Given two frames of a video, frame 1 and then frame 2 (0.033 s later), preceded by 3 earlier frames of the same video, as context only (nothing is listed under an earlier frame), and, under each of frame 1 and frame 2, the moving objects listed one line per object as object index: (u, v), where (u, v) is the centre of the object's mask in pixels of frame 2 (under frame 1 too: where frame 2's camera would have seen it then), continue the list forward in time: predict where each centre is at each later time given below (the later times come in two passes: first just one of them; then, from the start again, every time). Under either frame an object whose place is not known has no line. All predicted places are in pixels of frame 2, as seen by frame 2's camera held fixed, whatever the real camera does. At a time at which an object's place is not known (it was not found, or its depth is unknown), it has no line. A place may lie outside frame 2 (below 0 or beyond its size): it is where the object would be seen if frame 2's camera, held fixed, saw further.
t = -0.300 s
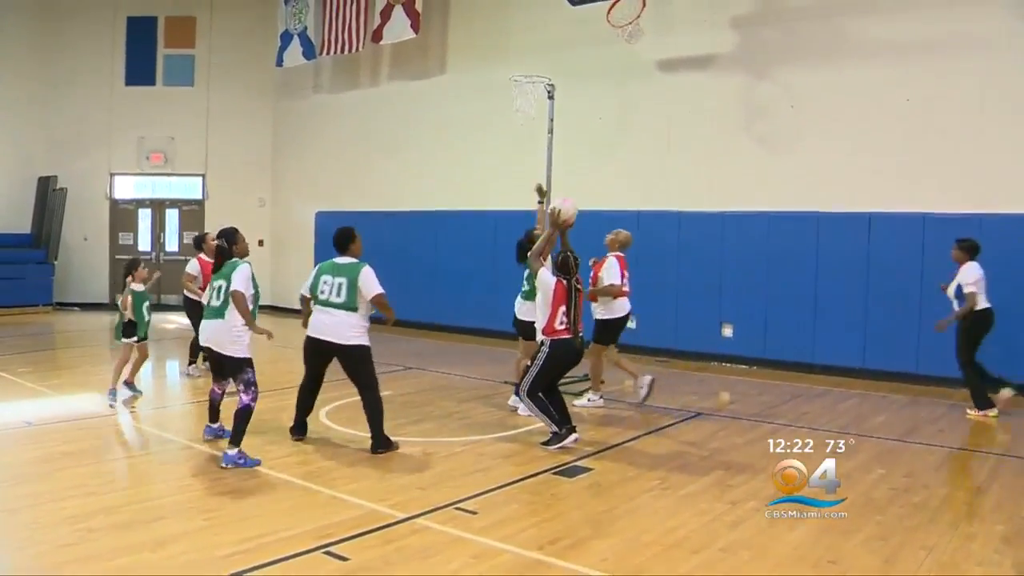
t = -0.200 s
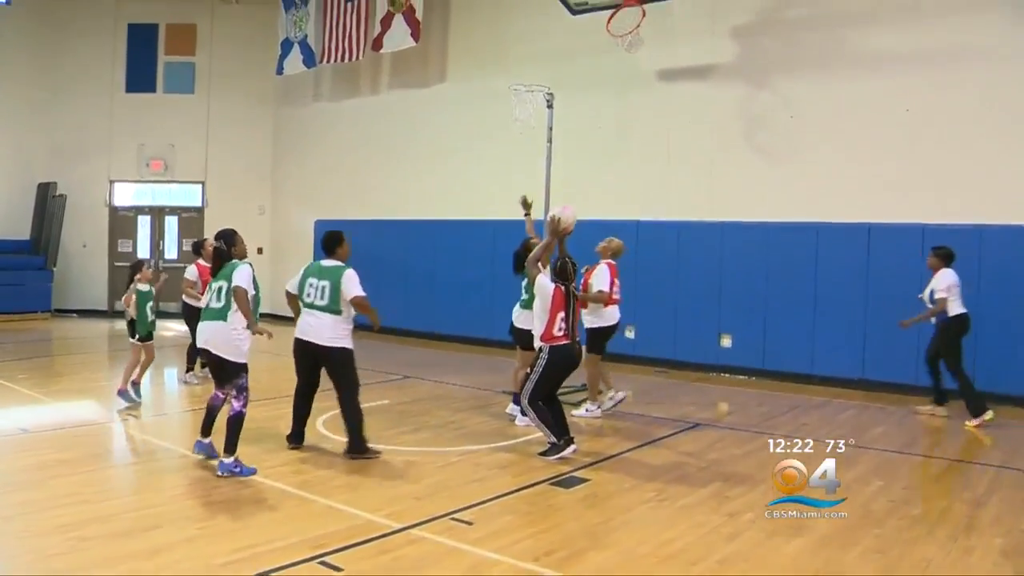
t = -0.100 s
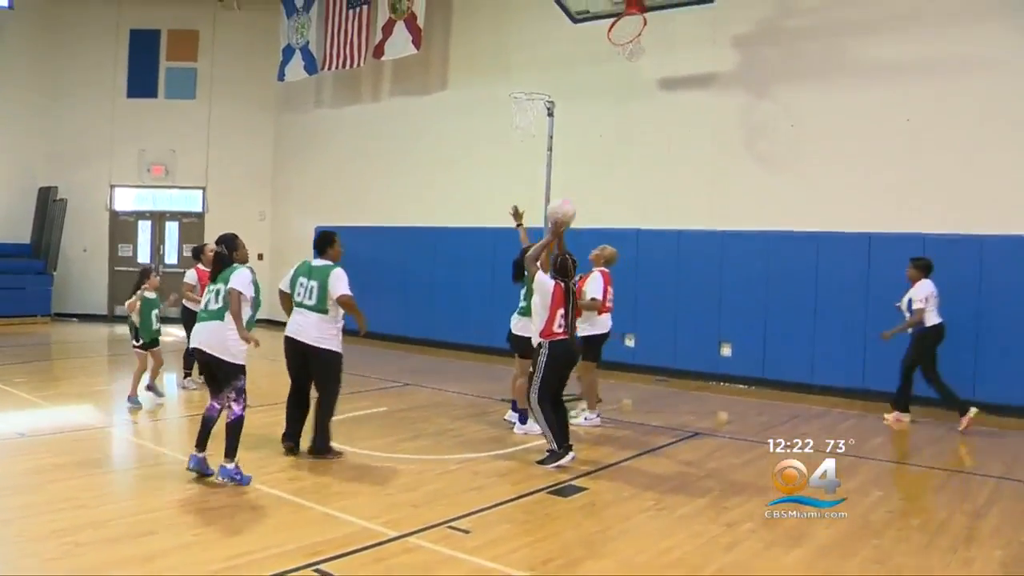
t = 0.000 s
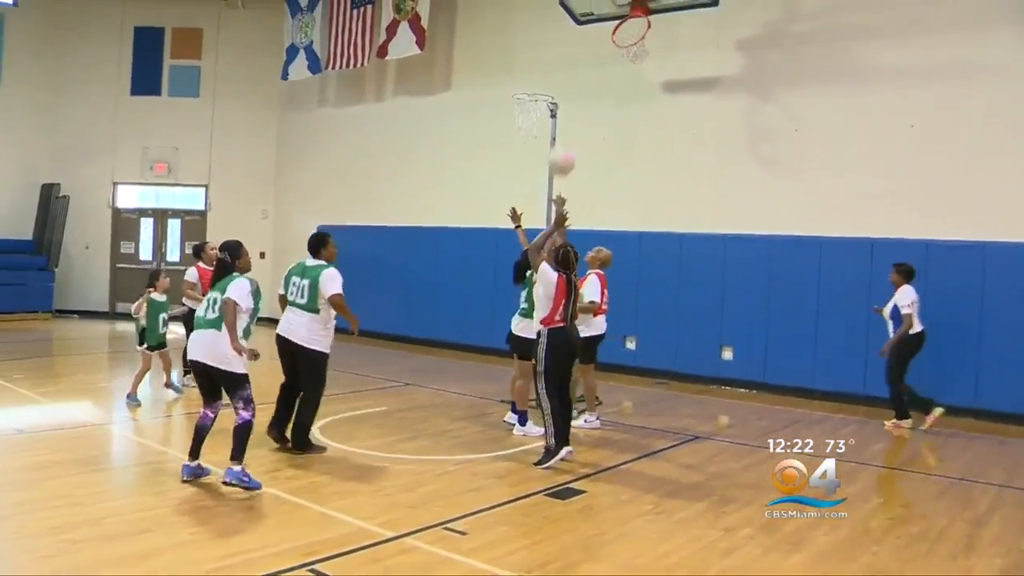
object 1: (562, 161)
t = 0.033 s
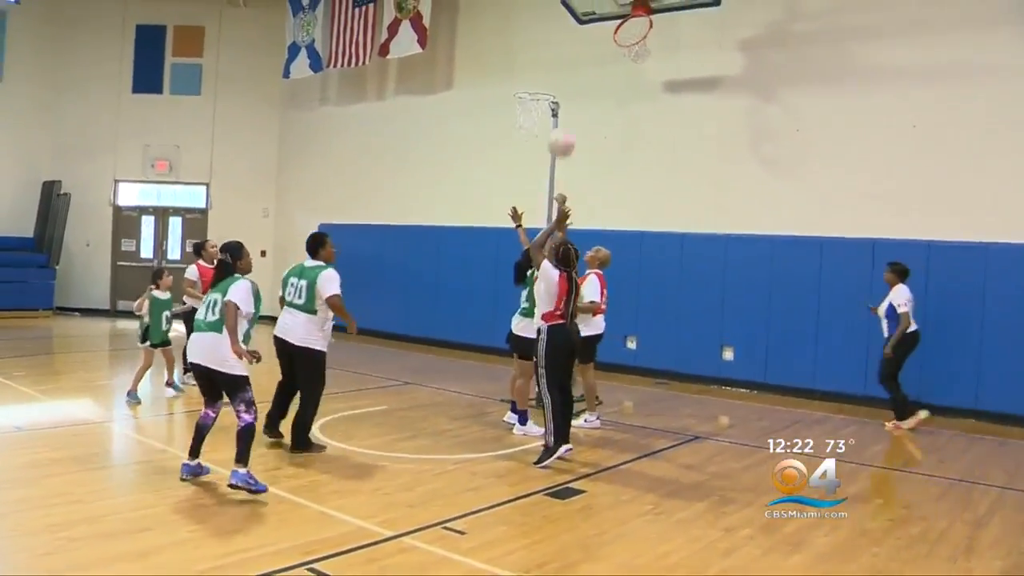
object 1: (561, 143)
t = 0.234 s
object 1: (553, 73)
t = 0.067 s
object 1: (560, 128)
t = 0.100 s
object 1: (558, 114)
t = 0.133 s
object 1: (557, 101)
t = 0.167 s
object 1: (556, 90)
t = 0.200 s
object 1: (554, 81)
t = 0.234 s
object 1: (553, 73)
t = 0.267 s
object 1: (552, 67)
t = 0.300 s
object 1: (551, 62)
